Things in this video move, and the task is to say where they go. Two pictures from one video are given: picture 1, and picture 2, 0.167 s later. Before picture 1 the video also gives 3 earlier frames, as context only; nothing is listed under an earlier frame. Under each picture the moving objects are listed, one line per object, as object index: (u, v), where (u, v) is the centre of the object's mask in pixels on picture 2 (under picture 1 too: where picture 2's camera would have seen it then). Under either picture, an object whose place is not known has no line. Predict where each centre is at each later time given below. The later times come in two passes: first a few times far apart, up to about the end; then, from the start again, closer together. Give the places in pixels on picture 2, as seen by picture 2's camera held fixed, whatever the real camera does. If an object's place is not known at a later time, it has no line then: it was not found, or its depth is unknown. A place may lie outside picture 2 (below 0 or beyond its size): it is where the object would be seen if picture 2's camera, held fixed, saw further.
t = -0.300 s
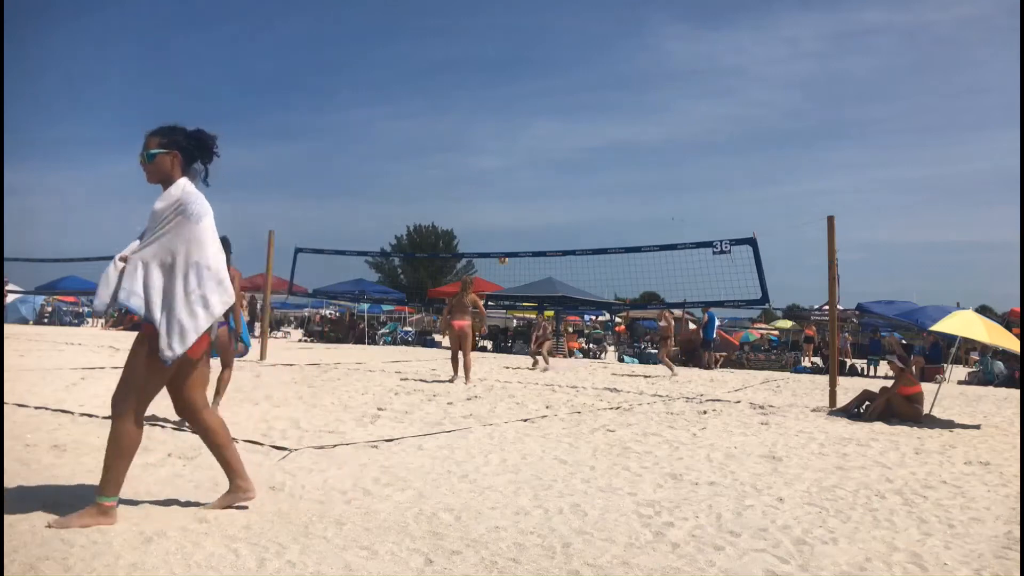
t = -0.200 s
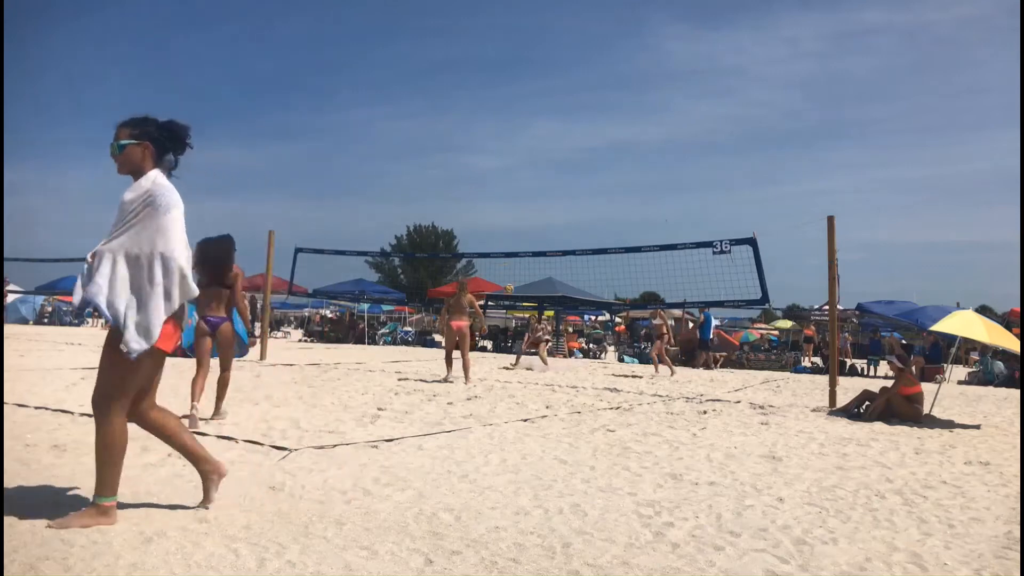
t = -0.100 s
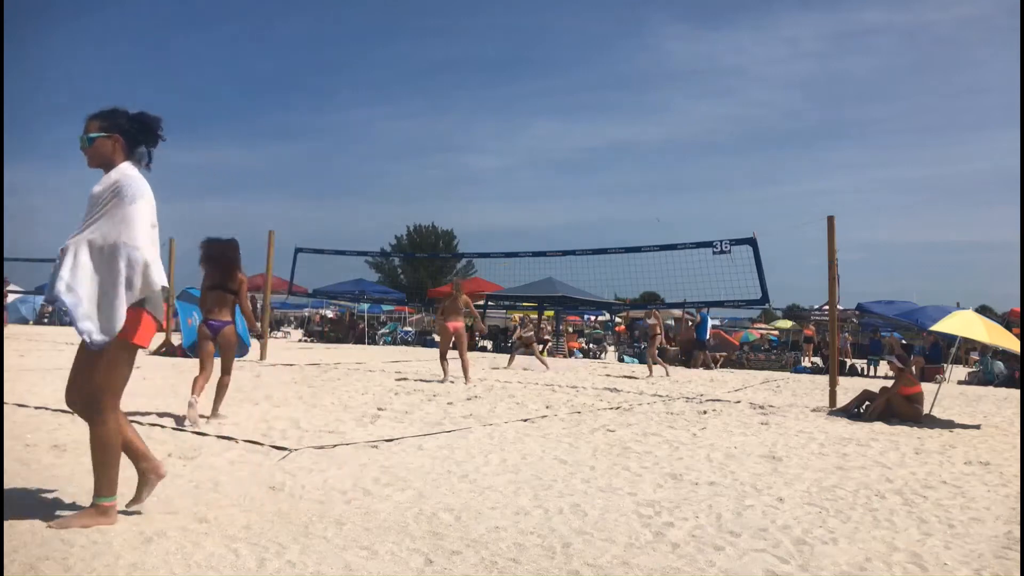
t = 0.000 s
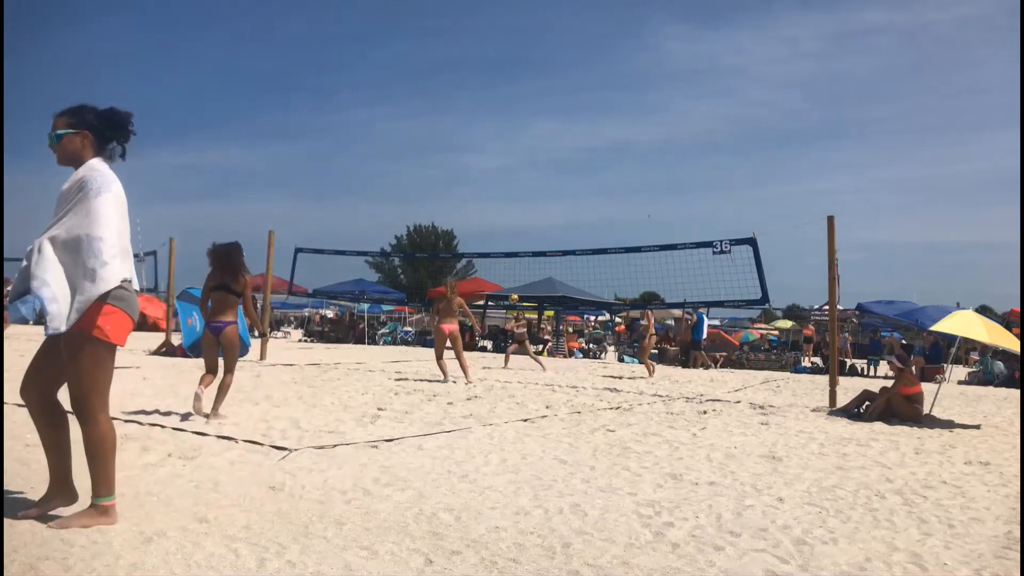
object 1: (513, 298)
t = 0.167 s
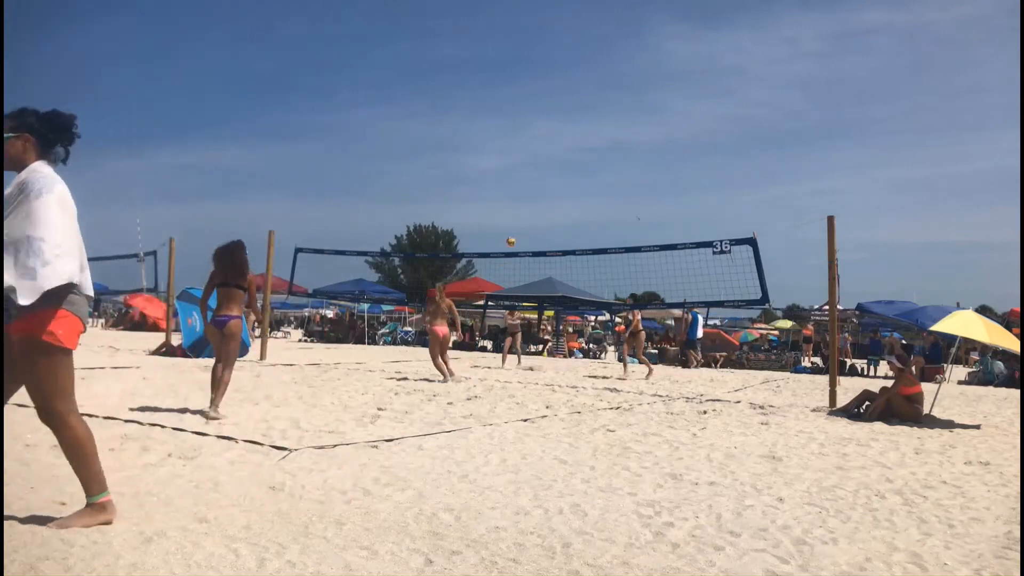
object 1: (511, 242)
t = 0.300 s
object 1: (508, 206)
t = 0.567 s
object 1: (505, 161)
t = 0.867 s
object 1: (500, 147)
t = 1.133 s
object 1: (495, 167)
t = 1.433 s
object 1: (490, 224)
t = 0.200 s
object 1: (510, 232)
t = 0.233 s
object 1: (510, 223)
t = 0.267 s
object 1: (509, 214)
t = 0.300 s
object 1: (508, 206)
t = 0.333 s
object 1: (508, 199)
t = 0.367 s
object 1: (508, 192)
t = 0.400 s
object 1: (507, 185)
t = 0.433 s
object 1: (507, 180)
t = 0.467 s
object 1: (506, 174)
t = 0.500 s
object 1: (506, 169)
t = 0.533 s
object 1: (506, 165)
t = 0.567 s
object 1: (505, 161)
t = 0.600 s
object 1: (504, 157)
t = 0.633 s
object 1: (504, 154)
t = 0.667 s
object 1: (503, 152)
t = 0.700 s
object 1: (503, 150)
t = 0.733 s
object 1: (502, 149)
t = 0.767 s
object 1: (502, 148)
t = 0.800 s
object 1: (501, 147)
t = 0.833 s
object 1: (501, 147)
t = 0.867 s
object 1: (500, 147)
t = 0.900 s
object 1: (500, 148)
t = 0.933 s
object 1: (499, 149)
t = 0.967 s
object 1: (499, 151)
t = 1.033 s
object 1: (497, 156)
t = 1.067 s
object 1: (497, 160)
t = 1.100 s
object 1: (496, 163)
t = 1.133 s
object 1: (495, 167)
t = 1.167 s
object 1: (495, 172)
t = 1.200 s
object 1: (494, 177)
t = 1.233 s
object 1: (493, 183)
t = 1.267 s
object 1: (493, 188)
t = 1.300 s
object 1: (492, 195)
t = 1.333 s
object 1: (491, 201)
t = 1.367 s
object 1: (490, 208)
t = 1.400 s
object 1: (490, 216)
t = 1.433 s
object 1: (490, 224)
